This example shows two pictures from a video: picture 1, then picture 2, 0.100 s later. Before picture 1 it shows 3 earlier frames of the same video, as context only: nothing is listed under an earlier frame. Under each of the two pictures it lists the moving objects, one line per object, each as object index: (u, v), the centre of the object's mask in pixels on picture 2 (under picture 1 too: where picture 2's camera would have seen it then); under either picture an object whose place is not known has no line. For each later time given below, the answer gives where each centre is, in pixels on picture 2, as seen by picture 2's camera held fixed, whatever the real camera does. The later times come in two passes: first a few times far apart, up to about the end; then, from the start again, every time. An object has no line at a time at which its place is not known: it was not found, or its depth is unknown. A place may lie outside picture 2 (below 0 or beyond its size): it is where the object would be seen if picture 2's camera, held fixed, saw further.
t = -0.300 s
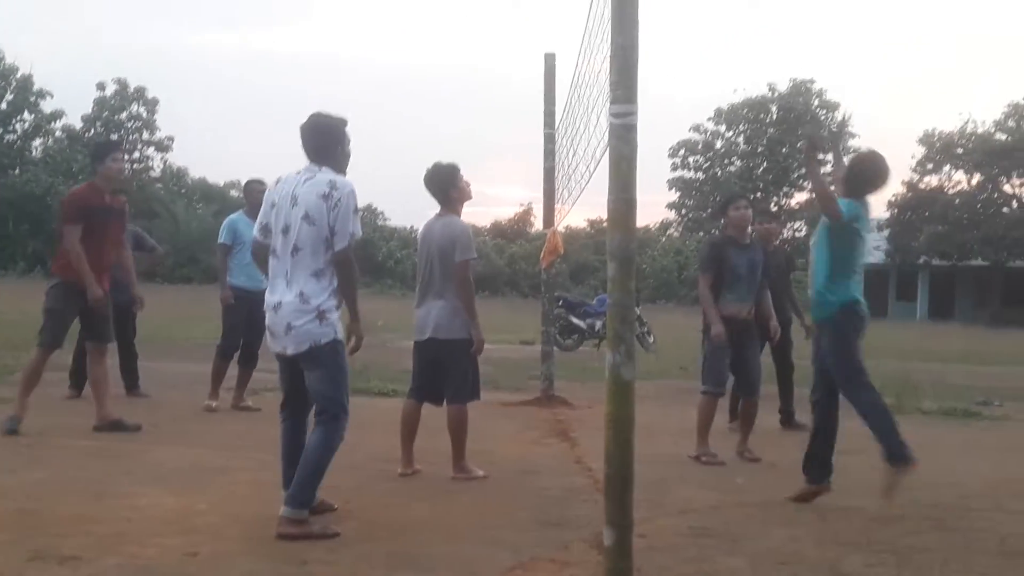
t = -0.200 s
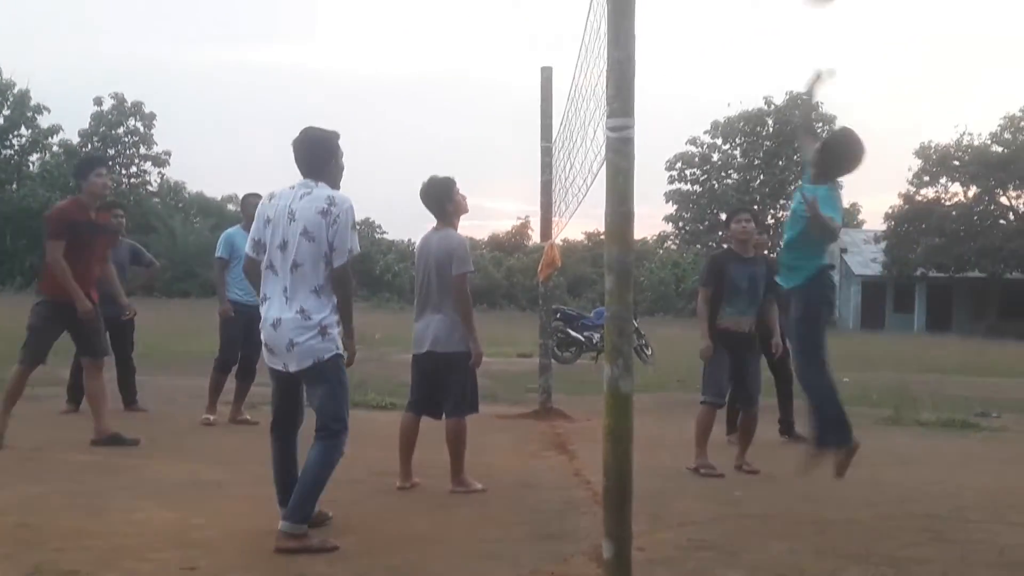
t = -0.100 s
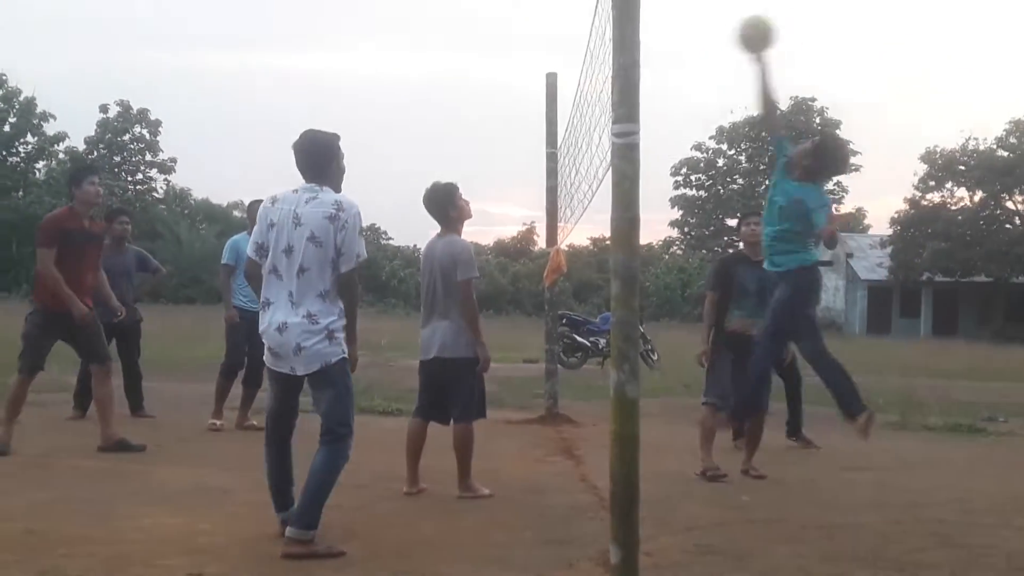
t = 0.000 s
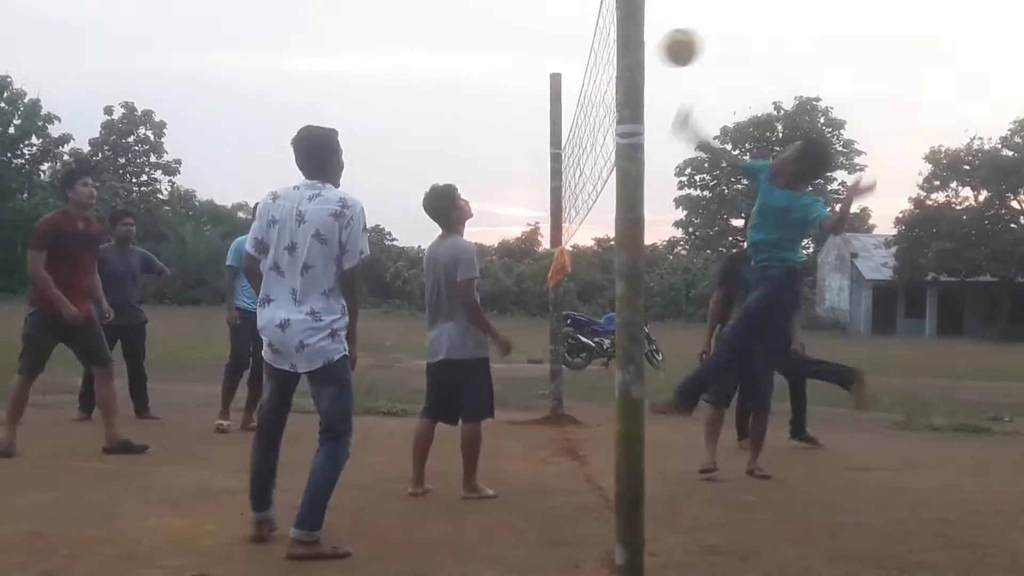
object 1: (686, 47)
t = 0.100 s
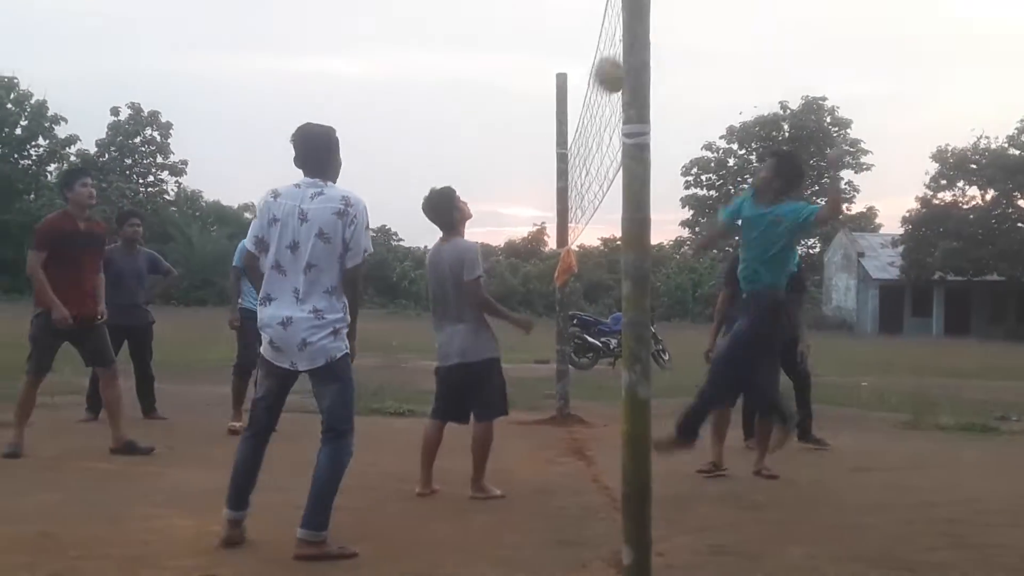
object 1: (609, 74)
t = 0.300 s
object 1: (548, 118)
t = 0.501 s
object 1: (579, 183)
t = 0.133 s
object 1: (587, 87)
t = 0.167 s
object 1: (569, 97)
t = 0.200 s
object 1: (555, 106)
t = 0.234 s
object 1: (548, 111)
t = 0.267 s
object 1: (547, 114)
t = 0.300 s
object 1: (548, 118)
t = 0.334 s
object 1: (552, 123)
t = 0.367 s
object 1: (557, 131)
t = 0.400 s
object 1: (562, 141)
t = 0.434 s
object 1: (567, 153)
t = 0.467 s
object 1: (572, 167)
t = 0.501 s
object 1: (579, 183)
